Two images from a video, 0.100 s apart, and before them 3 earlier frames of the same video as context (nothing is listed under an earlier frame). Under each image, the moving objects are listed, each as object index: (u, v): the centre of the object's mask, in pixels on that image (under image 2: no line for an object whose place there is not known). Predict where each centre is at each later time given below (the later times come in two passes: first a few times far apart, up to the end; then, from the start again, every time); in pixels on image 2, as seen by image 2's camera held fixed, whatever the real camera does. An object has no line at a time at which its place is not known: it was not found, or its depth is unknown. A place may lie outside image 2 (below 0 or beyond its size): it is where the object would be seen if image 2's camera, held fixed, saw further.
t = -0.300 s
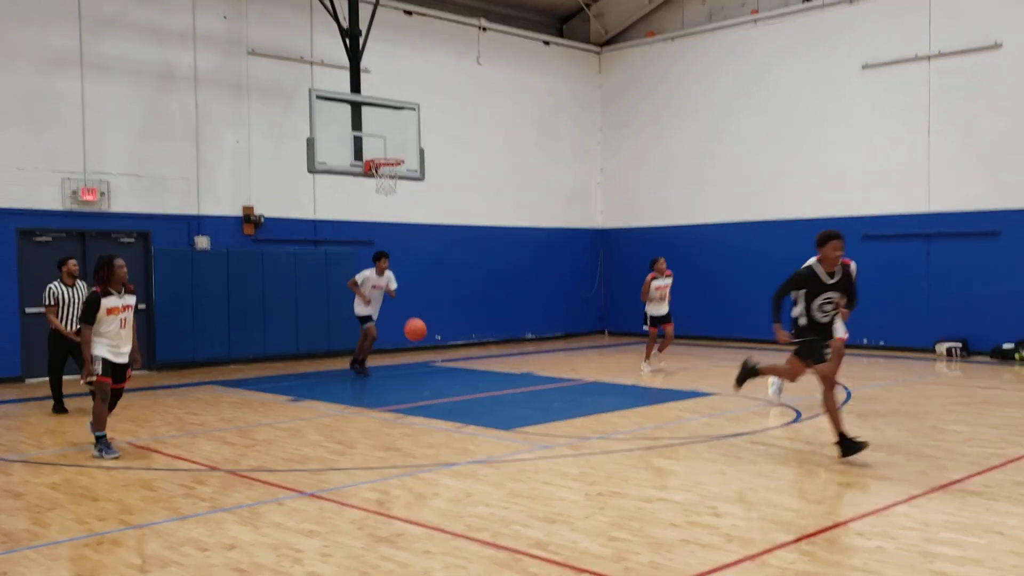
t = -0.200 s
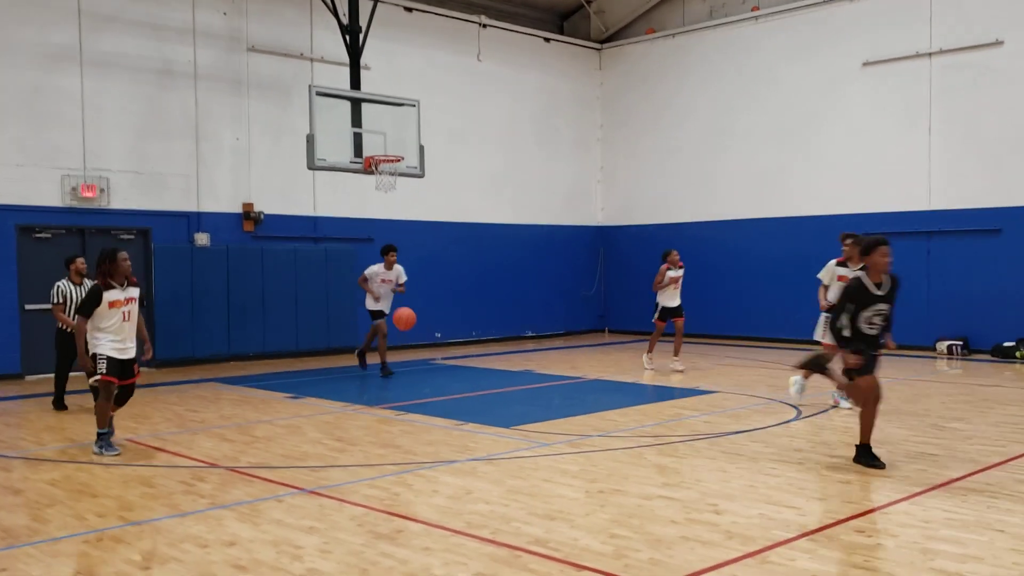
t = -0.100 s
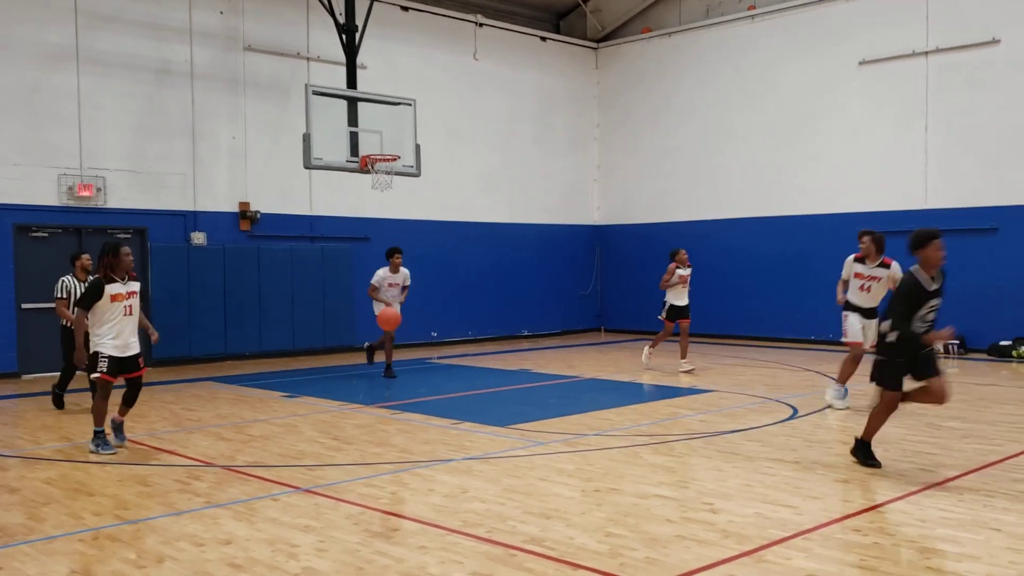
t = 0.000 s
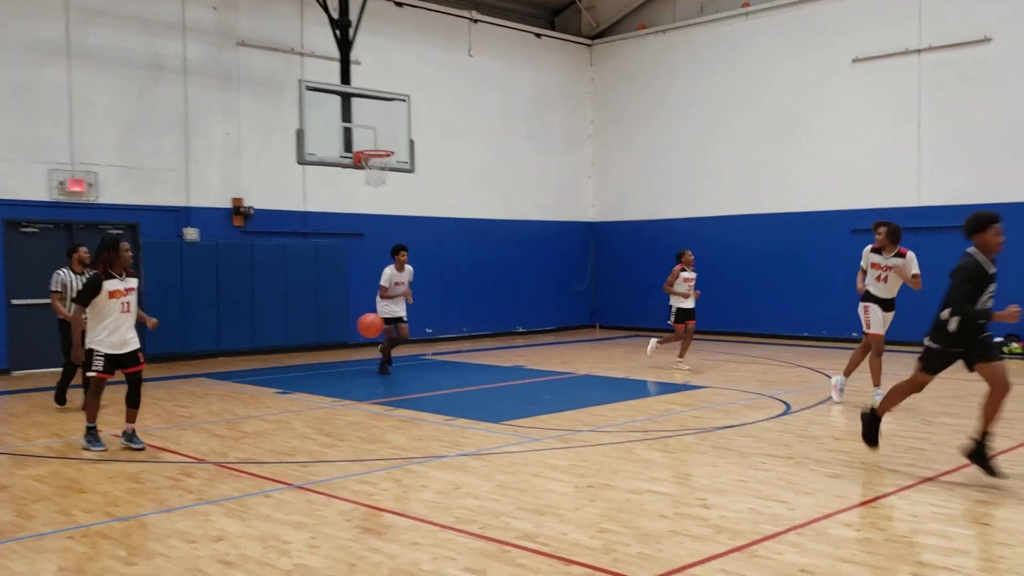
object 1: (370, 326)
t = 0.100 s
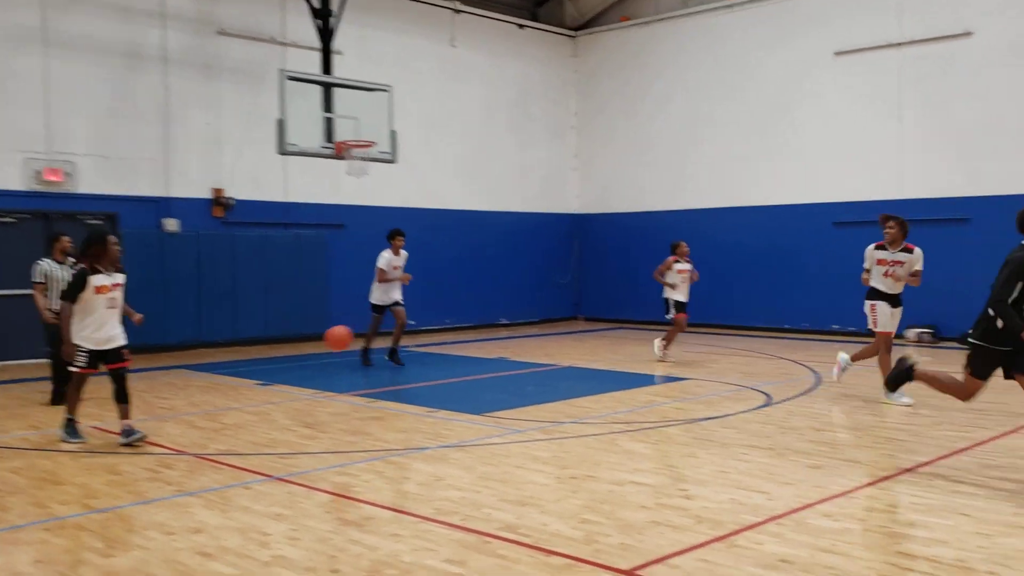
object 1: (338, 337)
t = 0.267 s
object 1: (315, 400)
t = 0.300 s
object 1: (310, 416)
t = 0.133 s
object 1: (333, 348)
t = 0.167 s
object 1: (328, 359)
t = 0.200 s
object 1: (324, 371)
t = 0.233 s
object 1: (320, 383)
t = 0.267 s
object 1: (315, 400)
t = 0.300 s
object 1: (310, 416)
